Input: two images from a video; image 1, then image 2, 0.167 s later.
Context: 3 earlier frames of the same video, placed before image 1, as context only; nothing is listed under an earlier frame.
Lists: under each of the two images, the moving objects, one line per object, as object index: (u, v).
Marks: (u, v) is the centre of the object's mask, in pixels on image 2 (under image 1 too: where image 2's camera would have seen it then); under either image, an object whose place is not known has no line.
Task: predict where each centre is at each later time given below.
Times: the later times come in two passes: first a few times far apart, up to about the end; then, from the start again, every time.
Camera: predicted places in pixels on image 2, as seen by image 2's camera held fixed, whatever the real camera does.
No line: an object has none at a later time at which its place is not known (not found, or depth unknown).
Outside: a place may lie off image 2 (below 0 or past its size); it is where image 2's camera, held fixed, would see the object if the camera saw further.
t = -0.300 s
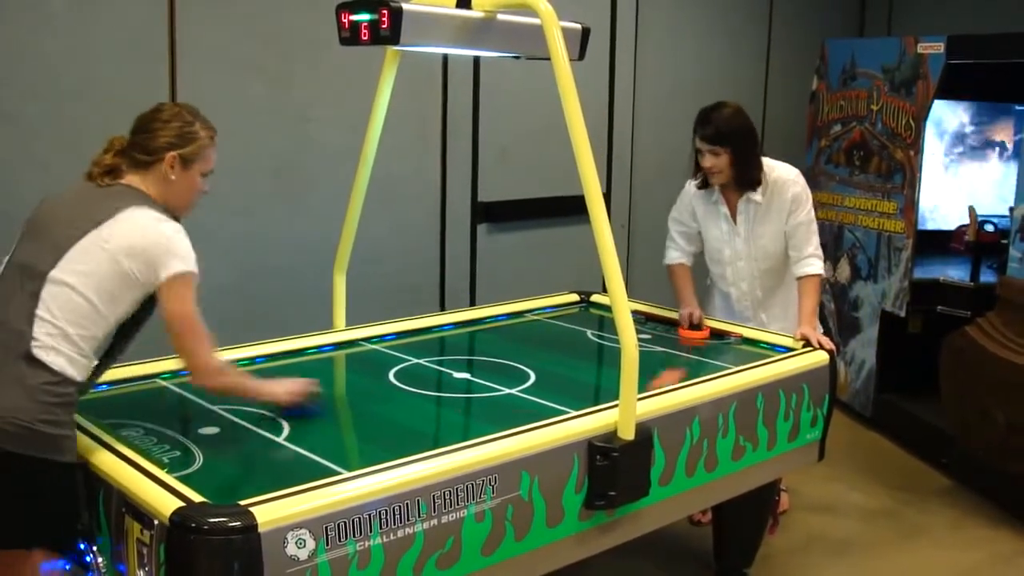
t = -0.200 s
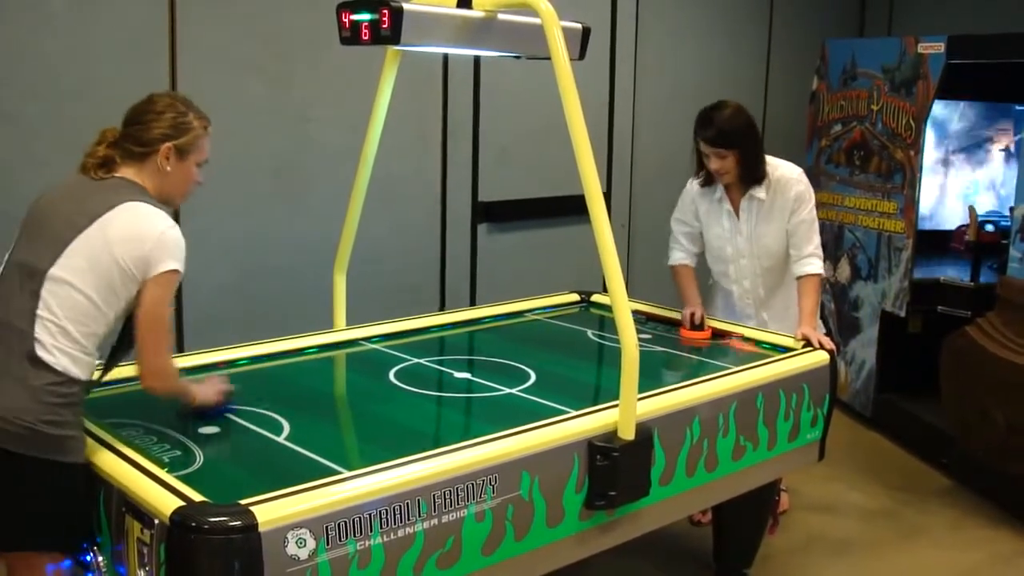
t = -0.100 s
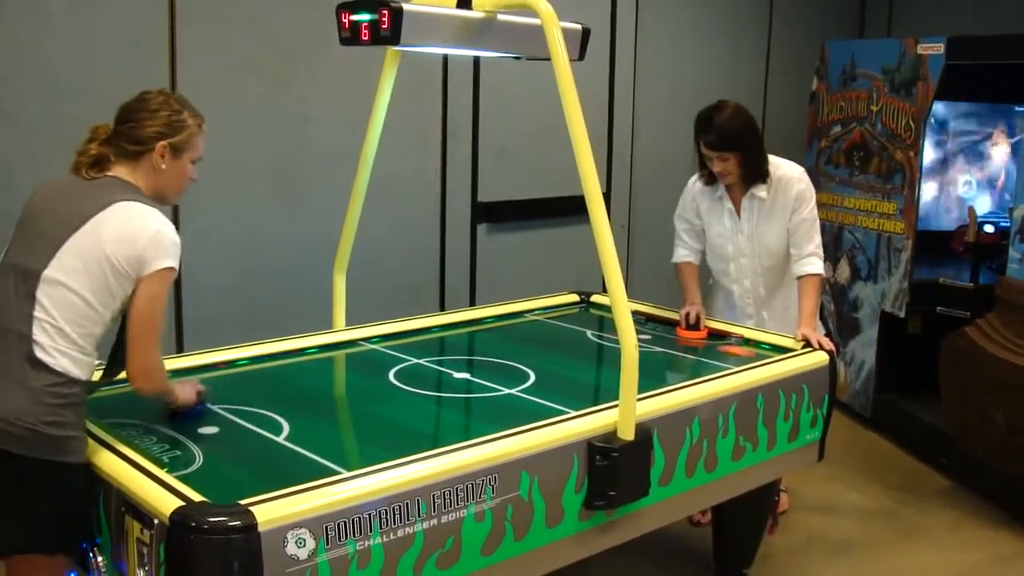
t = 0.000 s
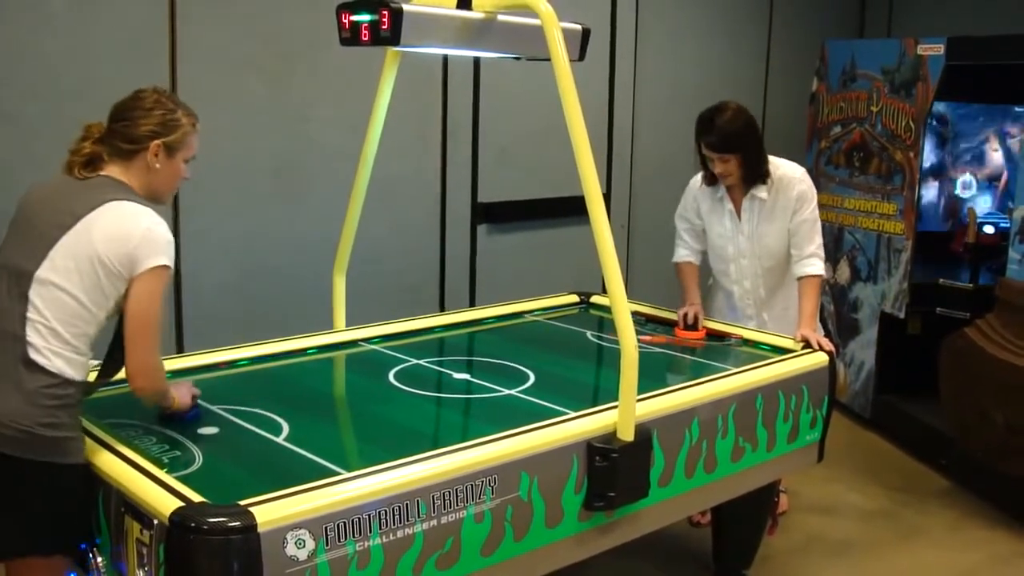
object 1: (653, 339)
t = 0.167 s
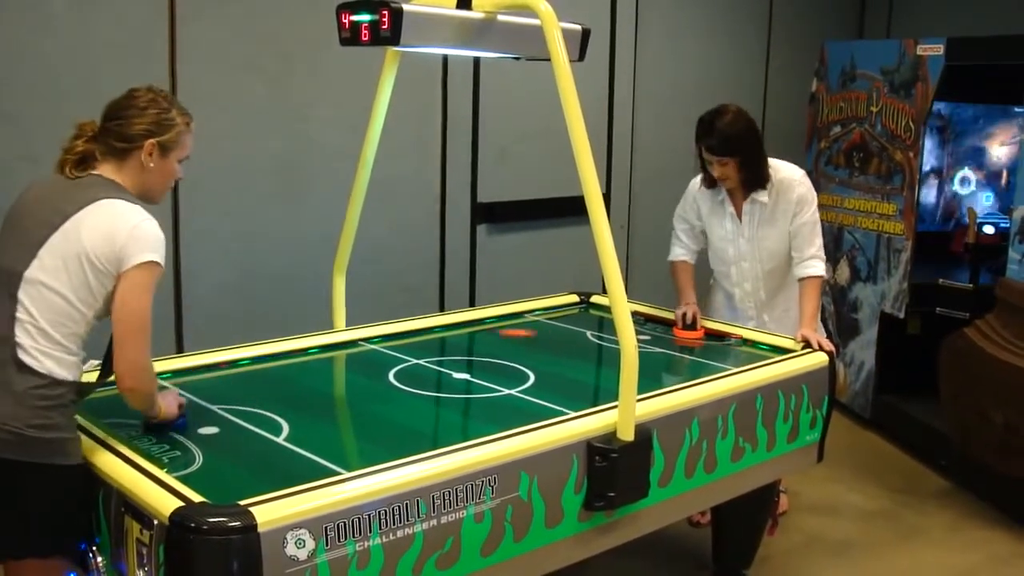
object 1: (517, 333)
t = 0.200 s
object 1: (490, 331)
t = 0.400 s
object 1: (439, 350)
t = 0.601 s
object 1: (446, 387)
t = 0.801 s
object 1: (454, 433)
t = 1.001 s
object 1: (379, 439)
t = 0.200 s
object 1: (490, 331)
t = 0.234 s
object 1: (458, 330)
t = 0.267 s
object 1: (437, 330)
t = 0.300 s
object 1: (436, 334)
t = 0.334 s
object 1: (437, 339)
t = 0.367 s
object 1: (438, 344)
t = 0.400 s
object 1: (439, 350)
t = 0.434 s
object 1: (440, 355)
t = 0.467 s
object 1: (442, 361)
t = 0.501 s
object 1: (442, 367)
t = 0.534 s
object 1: (443, 373)
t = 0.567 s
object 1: (445, 380)
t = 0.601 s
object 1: (446, 387)
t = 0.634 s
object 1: (447, 393)
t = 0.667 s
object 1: (449, 401)
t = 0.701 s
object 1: (450, 408)
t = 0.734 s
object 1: (451, 416)
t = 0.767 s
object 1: (453, 425)
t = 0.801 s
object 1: (454, 433)
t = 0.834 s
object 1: (452, 440)
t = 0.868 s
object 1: (441, 446)
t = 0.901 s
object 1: (429, 446)
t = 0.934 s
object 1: (415, 445)
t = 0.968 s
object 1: (397, 442)
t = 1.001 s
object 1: (379, 439)
